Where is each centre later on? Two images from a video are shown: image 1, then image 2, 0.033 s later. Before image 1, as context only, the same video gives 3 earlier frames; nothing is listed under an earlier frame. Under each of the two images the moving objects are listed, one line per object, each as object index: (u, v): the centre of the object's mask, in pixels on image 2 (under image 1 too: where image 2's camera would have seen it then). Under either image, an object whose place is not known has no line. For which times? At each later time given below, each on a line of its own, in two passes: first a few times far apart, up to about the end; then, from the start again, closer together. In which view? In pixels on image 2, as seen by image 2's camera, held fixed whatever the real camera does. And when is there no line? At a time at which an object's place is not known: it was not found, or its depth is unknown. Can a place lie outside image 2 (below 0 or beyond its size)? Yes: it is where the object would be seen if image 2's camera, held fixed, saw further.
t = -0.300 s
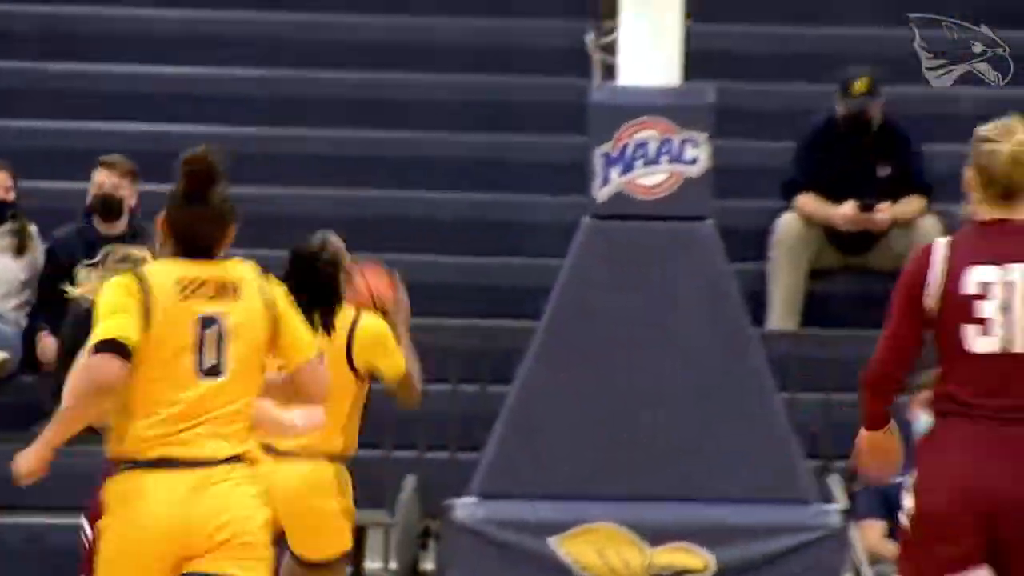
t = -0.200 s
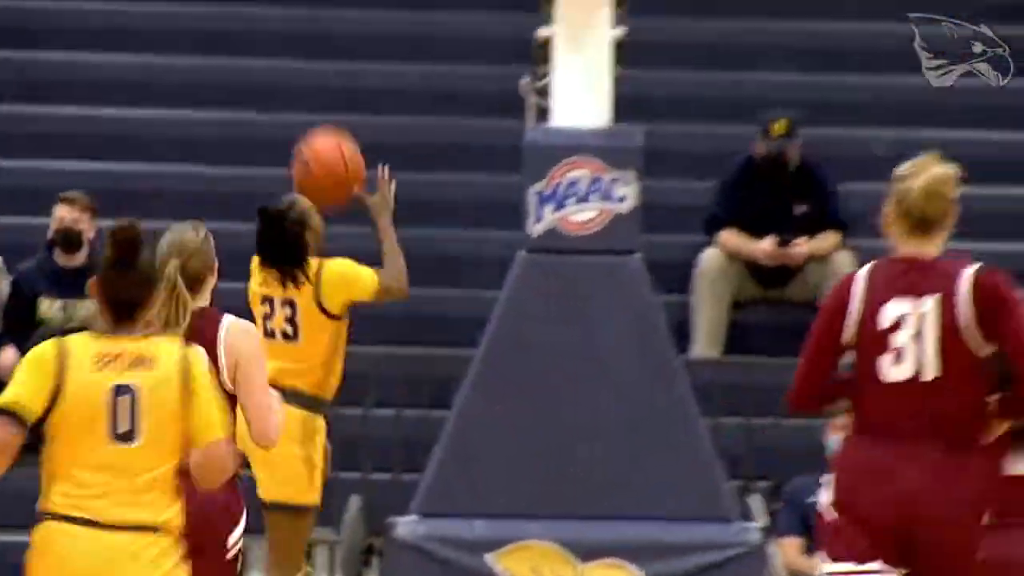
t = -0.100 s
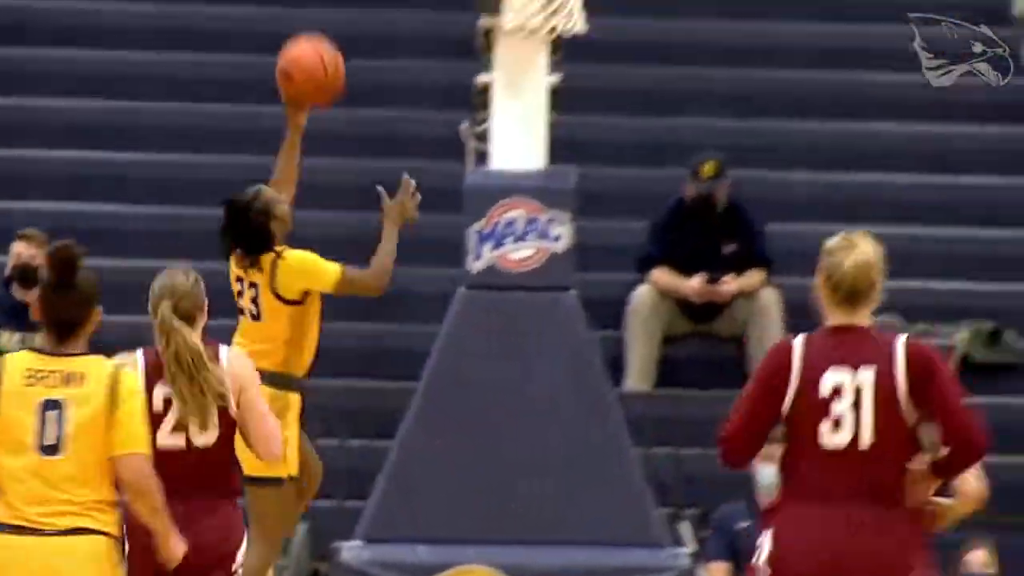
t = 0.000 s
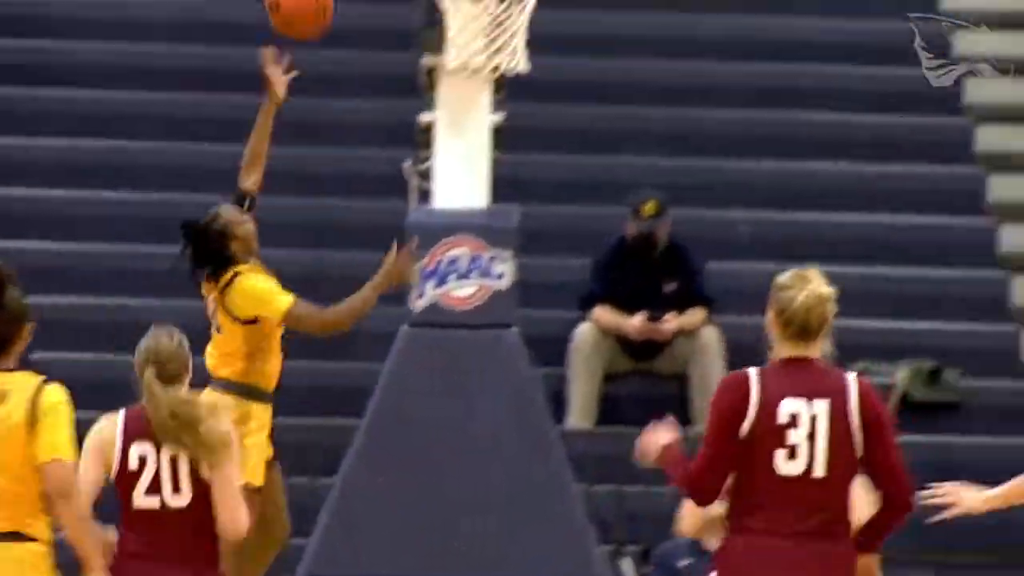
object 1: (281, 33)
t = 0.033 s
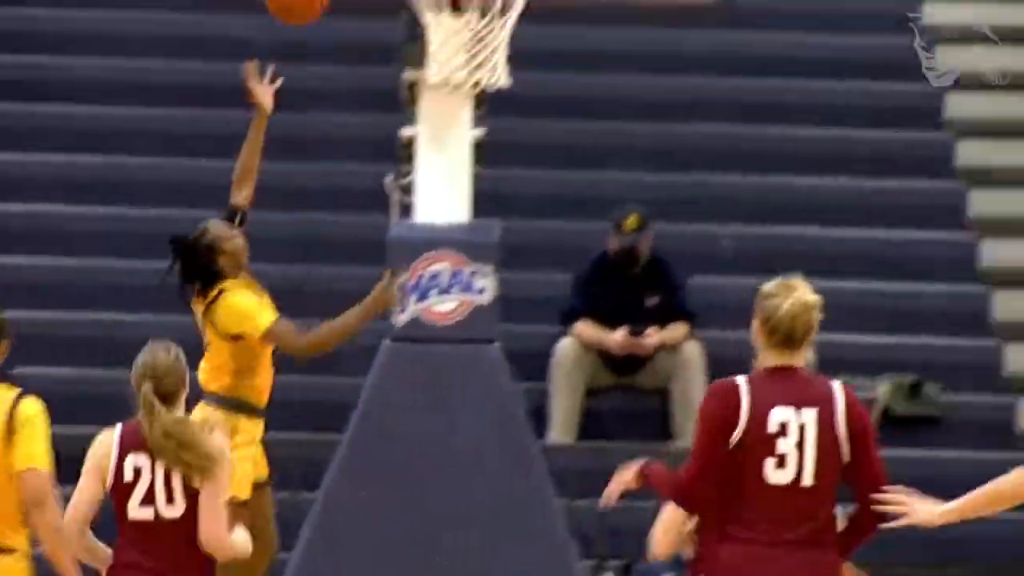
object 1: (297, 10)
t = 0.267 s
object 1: (391, -120)
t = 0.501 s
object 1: (447, -84)
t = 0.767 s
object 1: (482, 43)
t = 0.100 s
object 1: (326, -31)
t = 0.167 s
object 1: (355, -67)
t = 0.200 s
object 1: (369, -87)
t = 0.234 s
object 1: (382, -106)
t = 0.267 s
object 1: (391, -120)
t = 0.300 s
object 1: (400, -124)
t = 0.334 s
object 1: (408, -124)
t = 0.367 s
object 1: (416, -122)
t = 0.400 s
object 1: (423, -116)
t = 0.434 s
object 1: (432, -105)
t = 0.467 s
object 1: (441, -93)
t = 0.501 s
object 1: (447, -84)
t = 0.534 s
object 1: (457, -75)
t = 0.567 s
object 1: (462, -28)
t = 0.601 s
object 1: (473, -8)
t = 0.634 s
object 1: (476, 11)
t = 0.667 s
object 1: (474, 13)
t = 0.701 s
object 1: (479, 25)
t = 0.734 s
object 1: (480, 36)
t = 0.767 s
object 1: (482, 43)
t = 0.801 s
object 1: (484, 65)
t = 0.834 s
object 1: (481, 88)
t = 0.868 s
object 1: (482, 106)
